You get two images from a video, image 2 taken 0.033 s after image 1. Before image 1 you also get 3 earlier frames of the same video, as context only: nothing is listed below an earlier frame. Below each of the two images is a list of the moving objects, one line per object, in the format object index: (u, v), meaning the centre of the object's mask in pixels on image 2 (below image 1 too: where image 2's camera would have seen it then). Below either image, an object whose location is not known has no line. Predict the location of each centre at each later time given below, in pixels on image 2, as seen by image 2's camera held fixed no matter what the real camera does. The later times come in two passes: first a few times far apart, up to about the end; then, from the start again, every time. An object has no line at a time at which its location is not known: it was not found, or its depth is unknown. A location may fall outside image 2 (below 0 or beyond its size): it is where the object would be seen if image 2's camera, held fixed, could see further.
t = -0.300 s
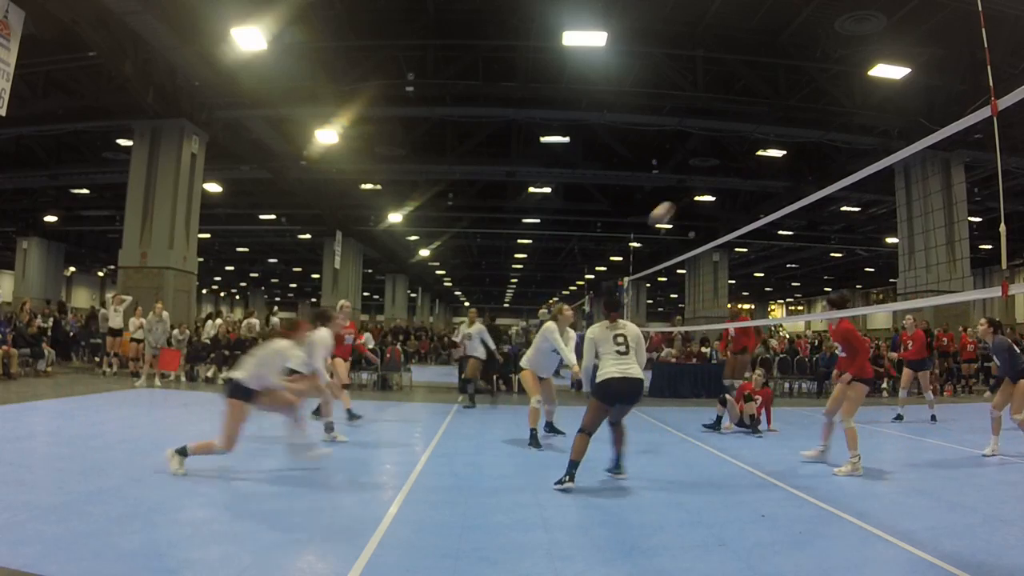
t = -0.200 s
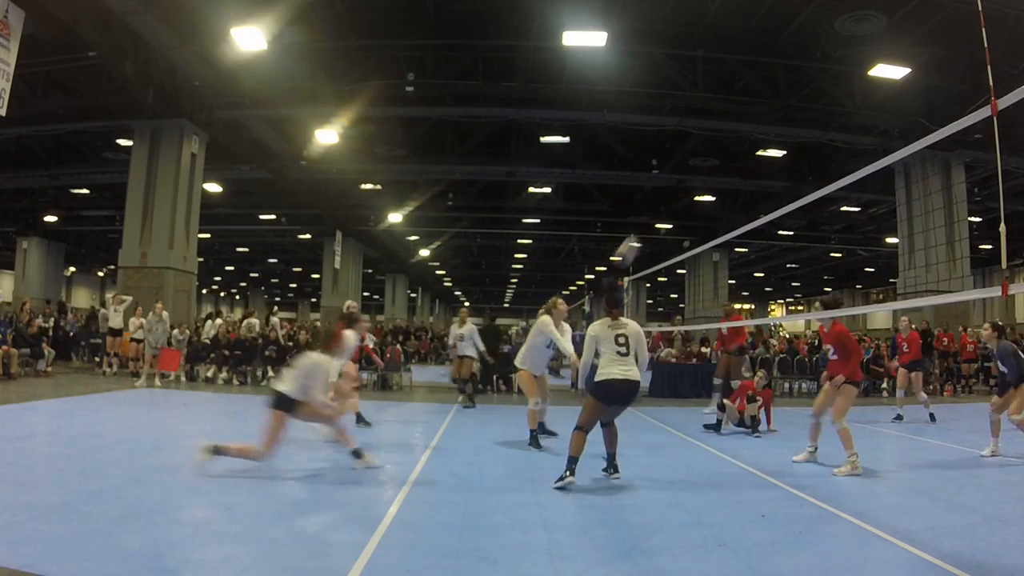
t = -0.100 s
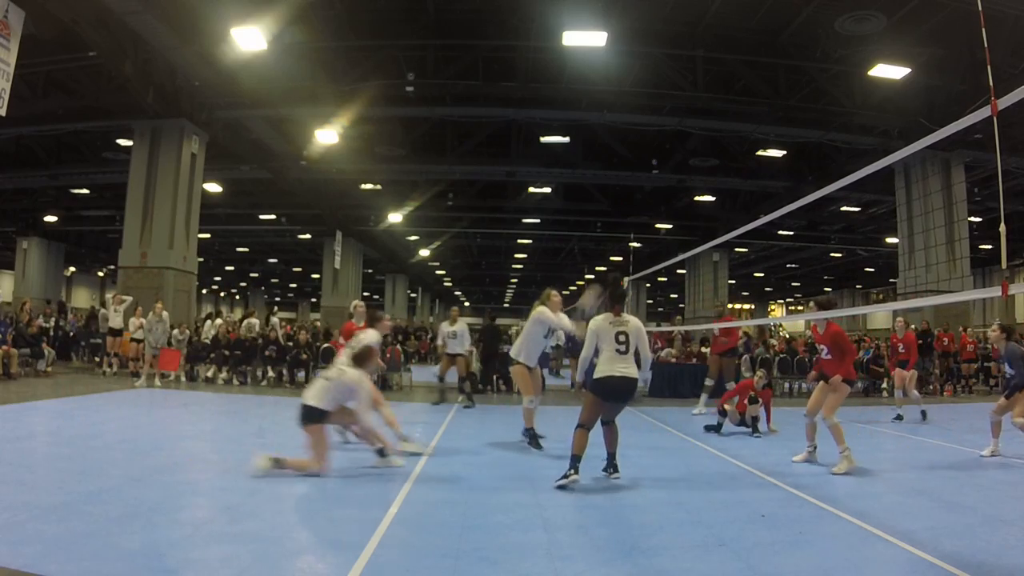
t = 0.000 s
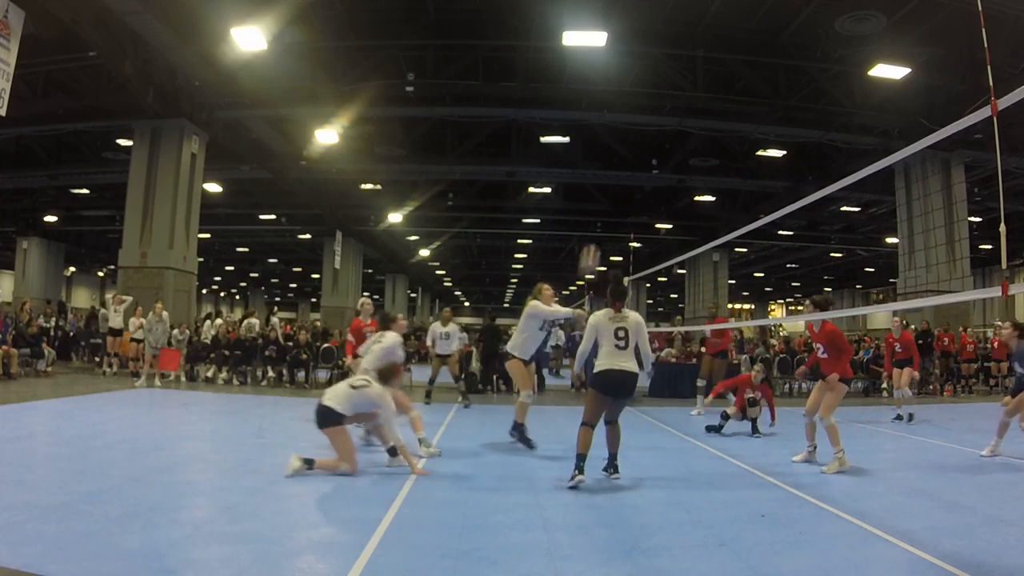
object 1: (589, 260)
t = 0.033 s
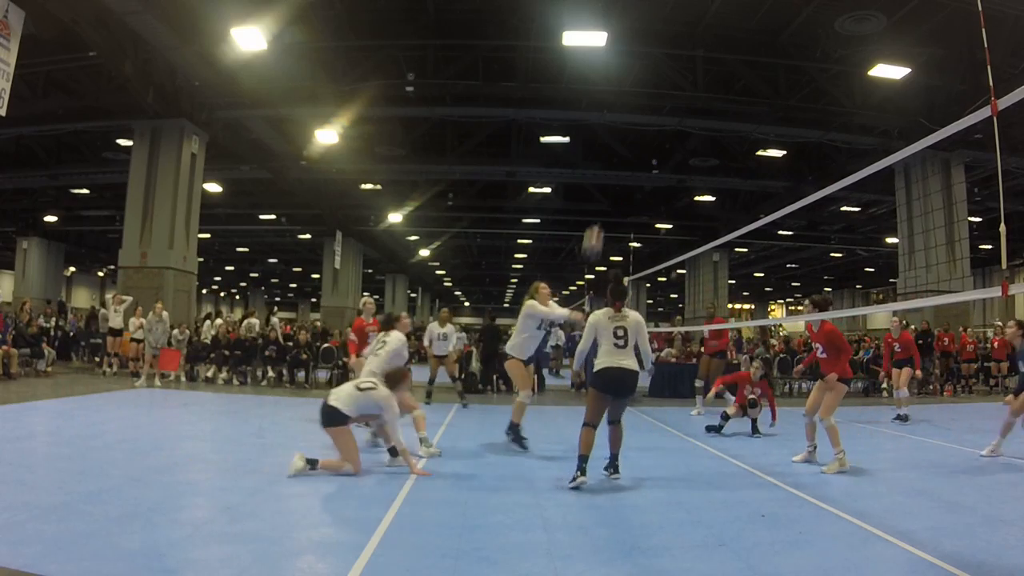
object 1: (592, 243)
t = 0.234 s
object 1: (613, 152)
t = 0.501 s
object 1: (636, 95)
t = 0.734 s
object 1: (657, 96)
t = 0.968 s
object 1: (679, 141)
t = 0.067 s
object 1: (596, 225)
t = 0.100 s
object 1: (599, 208)
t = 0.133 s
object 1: (603, 192)
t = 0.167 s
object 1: (606, 177)
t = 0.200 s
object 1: (609, 164)
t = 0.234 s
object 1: (613, 152)
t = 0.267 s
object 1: (616, 141)
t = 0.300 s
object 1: (618, 132)
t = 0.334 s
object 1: (621, 123)
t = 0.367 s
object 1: (625, 115)
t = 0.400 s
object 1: (628, 108)
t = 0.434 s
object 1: (631, 103)
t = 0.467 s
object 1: (633, 99)
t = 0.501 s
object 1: (636, 95)
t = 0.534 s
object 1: (639, 92)
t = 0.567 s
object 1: (642, 89)
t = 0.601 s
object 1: (645, 89)
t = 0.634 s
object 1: (648, 90)
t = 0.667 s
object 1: (651, 91)
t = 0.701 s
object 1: (654, 93)
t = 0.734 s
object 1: (657, 96)
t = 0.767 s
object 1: (660, 100)
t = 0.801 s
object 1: (663, 104)
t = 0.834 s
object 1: (666, 110)
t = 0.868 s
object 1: (670, 117)
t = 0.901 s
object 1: (672, 124)
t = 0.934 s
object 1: (676, 132)
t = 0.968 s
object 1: (679, 141)
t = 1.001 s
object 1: (682, 151)
